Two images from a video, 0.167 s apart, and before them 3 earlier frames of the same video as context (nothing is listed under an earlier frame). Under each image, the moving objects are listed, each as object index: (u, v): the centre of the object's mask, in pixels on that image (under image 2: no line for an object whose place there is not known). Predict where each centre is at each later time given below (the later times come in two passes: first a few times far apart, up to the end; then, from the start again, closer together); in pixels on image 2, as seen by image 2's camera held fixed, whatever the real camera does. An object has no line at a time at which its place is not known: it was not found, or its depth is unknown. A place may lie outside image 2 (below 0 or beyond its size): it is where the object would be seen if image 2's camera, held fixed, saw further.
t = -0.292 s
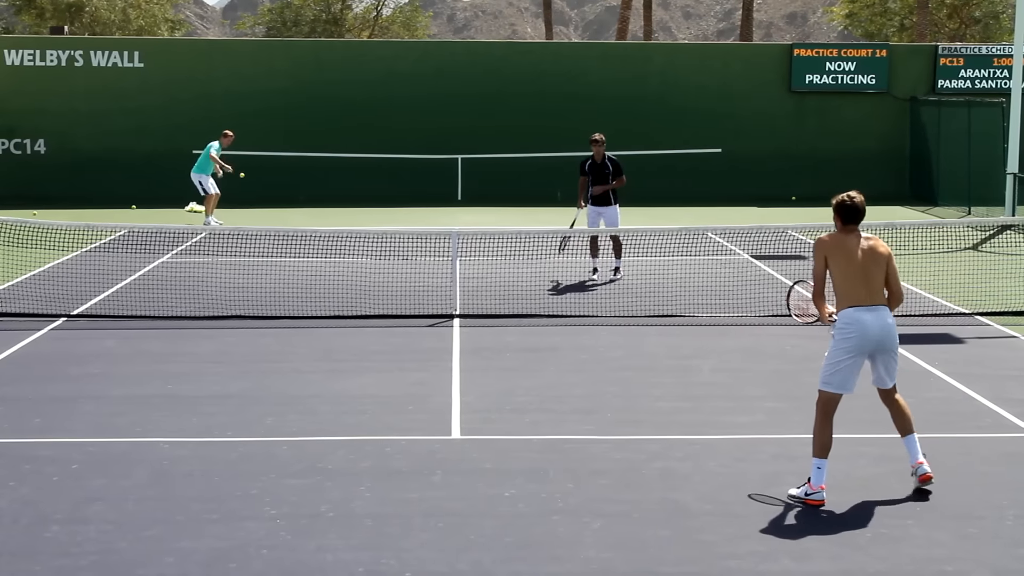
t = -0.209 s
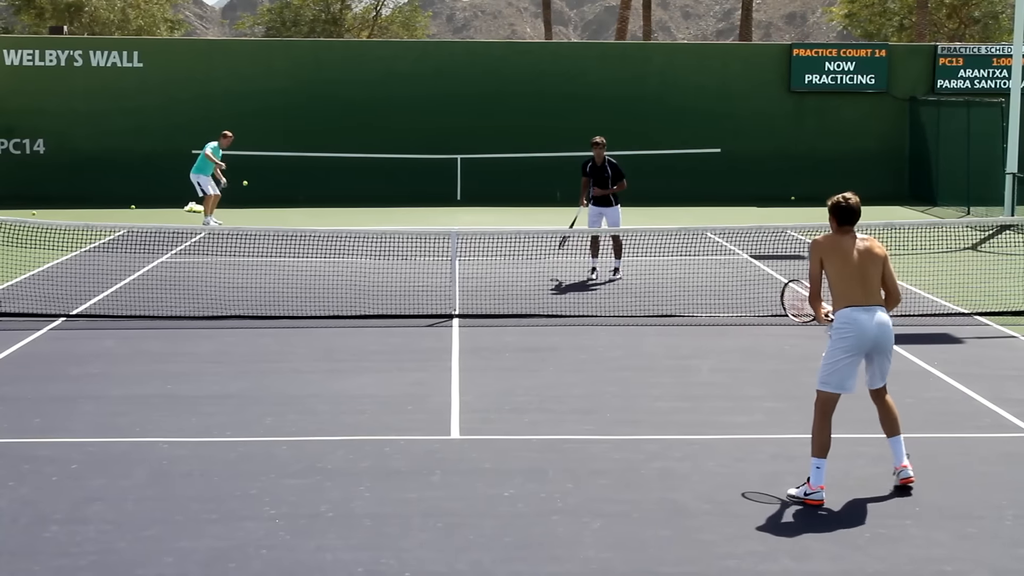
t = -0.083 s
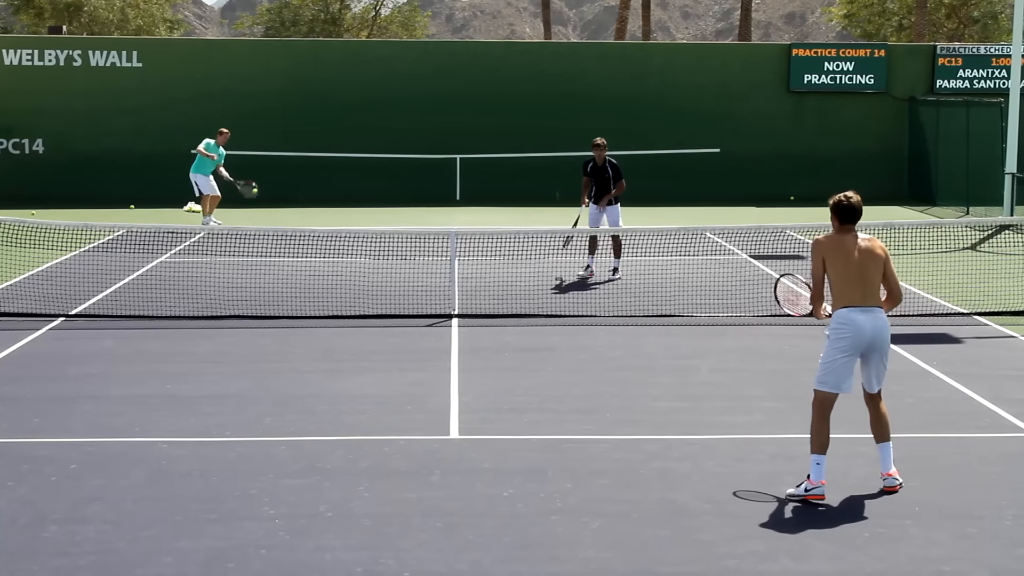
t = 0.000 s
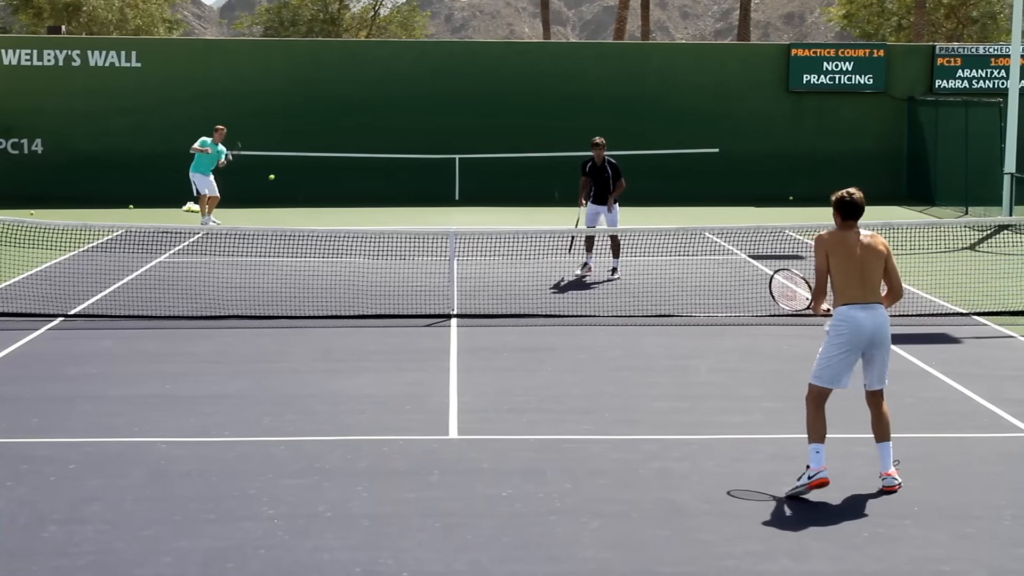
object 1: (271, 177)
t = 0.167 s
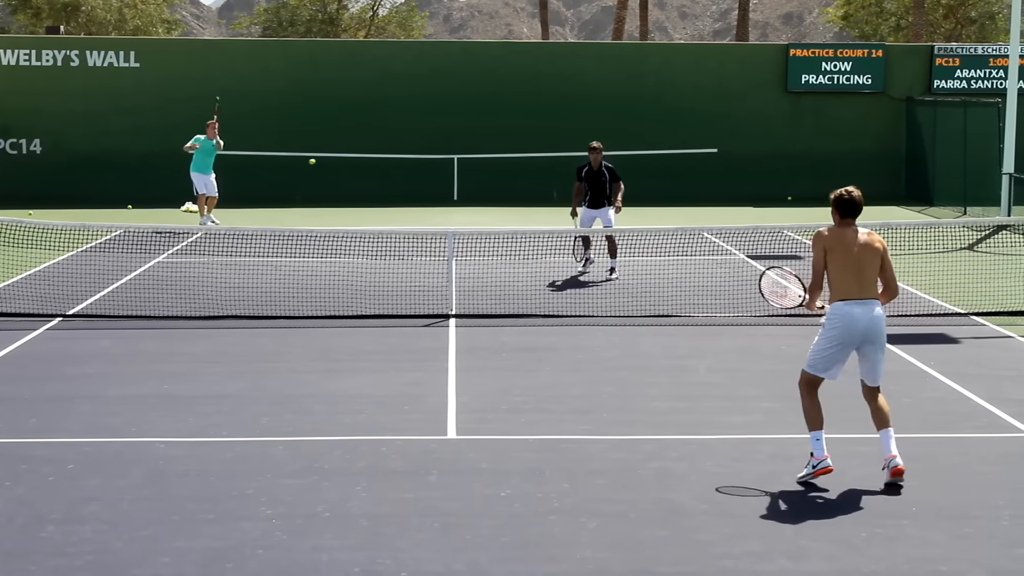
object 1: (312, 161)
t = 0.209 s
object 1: (324, 160)
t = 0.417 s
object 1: (395, 177)
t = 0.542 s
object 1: (450, 210)
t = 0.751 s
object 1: (571, 327)
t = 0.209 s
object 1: (324, 160)
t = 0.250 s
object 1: (337, 160)
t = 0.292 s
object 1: (350, 162)
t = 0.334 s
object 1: (364, 166)
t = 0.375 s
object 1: (379, 171)
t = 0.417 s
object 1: (395, 177)
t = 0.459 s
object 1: (412, 186)
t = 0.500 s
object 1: (431, 198)
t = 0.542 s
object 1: (450, 210)
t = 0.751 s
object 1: (571, 327)
